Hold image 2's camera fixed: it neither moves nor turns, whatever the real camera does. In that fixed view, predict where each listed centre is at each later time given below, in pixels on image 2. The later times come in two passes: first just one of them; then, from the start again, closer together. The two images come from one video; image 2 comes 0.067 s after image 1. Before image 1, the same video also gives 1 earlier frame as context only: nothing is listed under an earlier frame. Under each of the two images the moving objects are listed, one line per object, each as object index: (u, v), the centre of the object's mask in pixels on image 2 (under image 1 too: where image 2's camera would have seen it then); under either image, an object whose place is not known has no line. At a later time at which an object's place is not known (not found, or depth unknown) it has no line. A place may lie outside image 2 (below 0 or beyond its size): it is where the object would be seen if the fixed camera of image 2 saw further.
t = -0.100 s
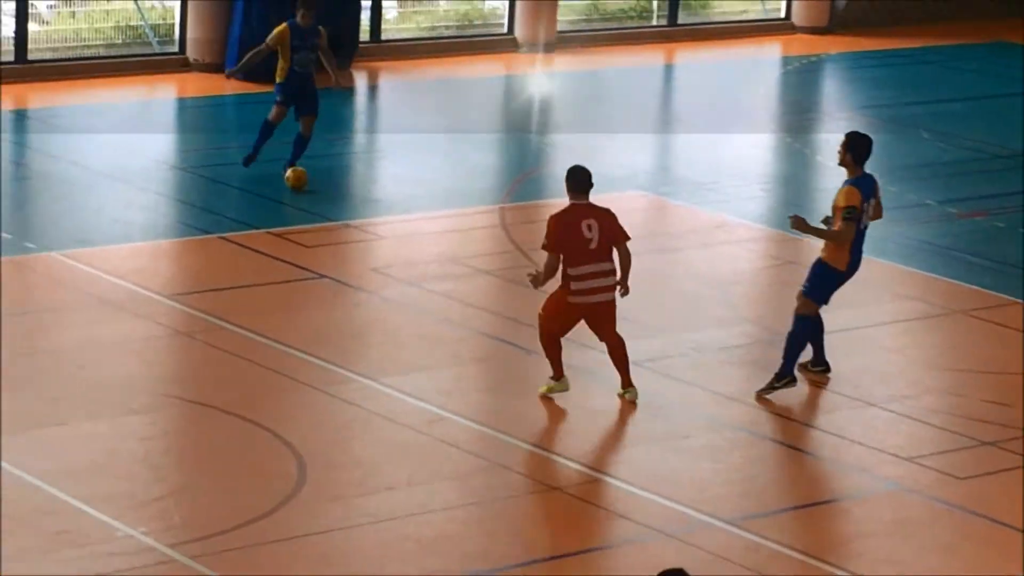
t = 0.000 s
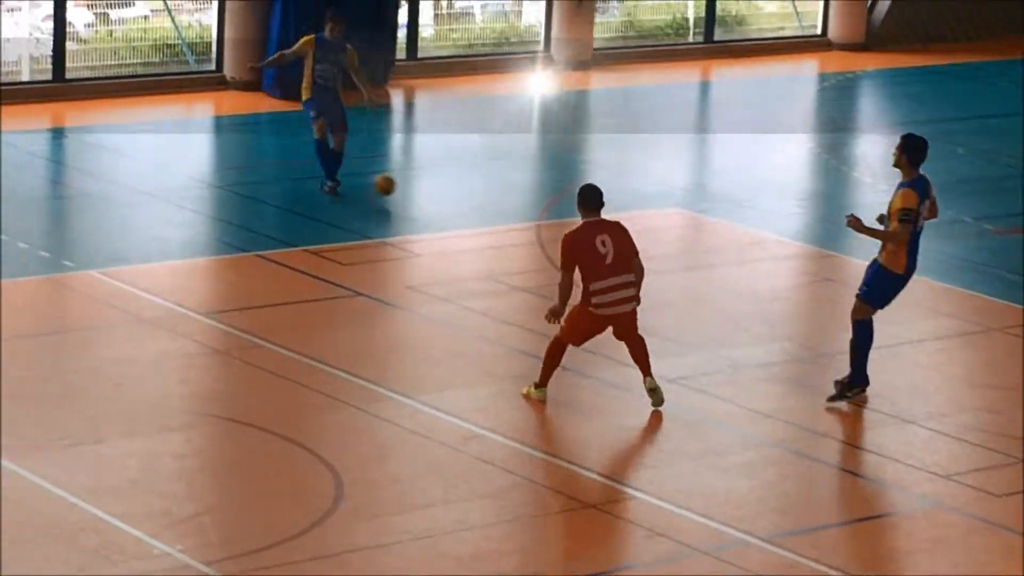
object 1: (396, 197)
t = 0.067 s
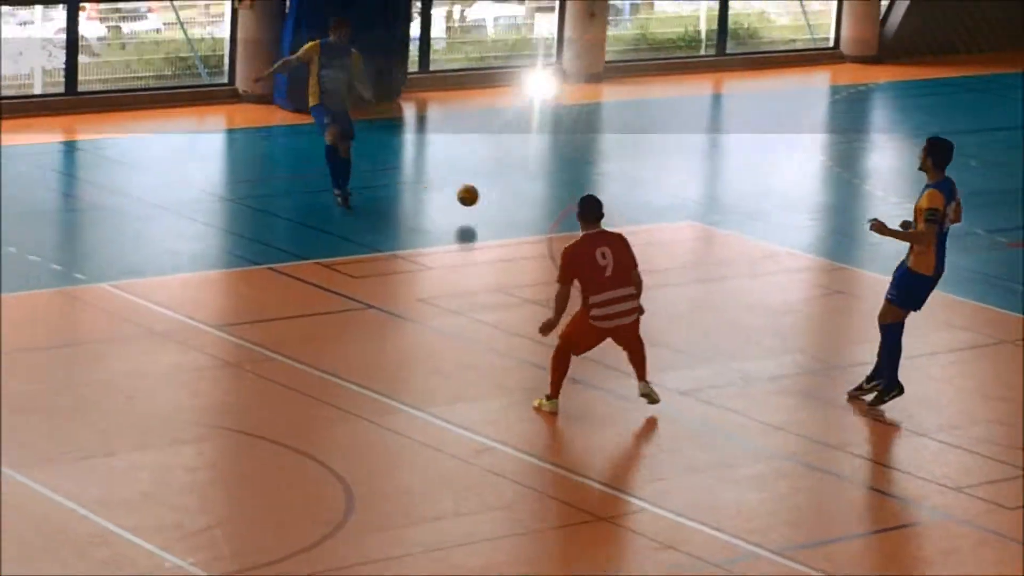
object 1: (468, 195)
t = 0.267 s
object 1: (671, 209)
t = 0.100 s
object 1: (503, 196)
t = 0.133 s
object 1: (538, 198)
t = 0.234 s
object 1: (641, 212)
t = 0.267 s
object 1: (671, 209)
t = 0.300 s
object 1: (701, 207)
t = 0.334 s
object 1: (731, 206)
